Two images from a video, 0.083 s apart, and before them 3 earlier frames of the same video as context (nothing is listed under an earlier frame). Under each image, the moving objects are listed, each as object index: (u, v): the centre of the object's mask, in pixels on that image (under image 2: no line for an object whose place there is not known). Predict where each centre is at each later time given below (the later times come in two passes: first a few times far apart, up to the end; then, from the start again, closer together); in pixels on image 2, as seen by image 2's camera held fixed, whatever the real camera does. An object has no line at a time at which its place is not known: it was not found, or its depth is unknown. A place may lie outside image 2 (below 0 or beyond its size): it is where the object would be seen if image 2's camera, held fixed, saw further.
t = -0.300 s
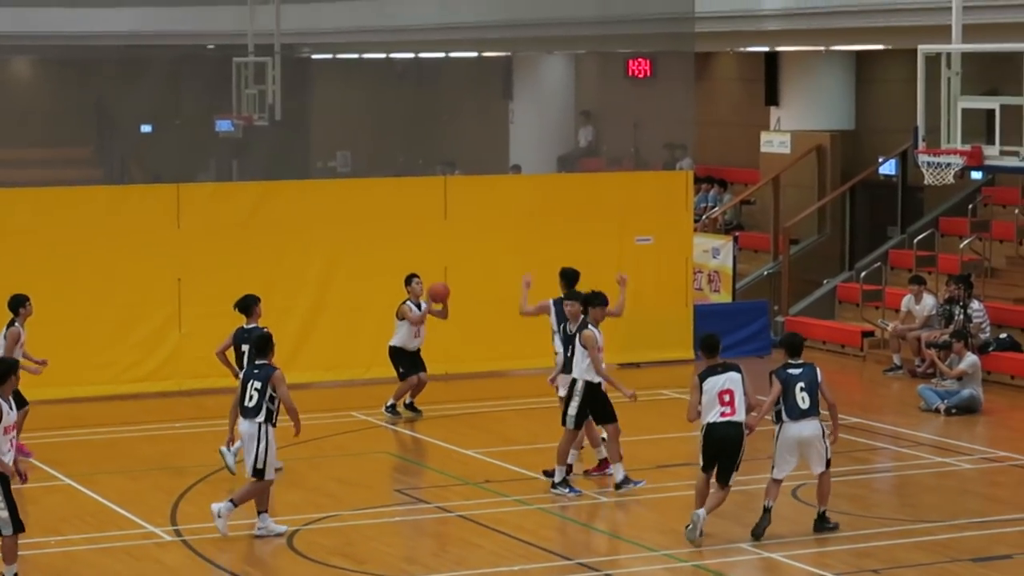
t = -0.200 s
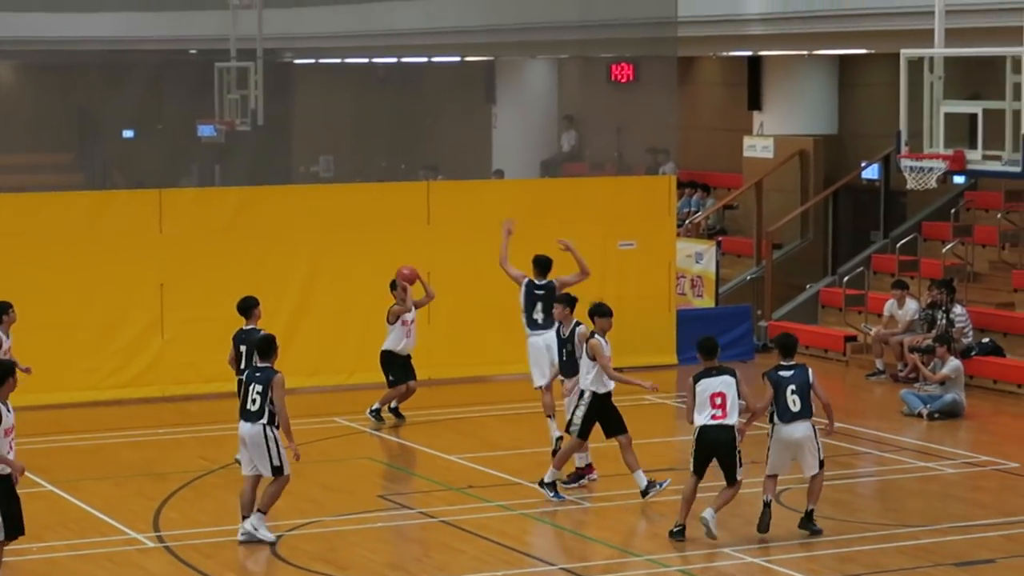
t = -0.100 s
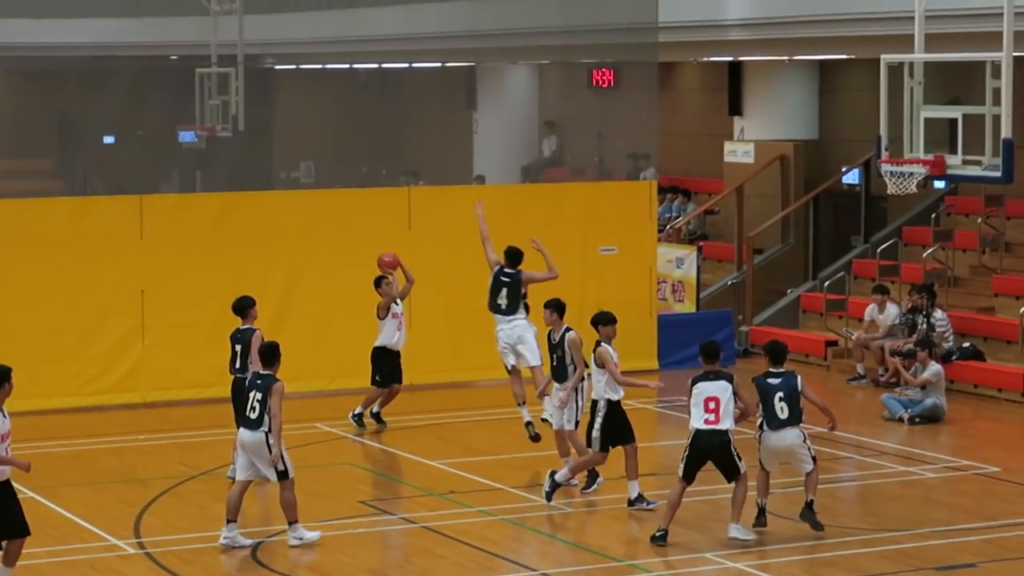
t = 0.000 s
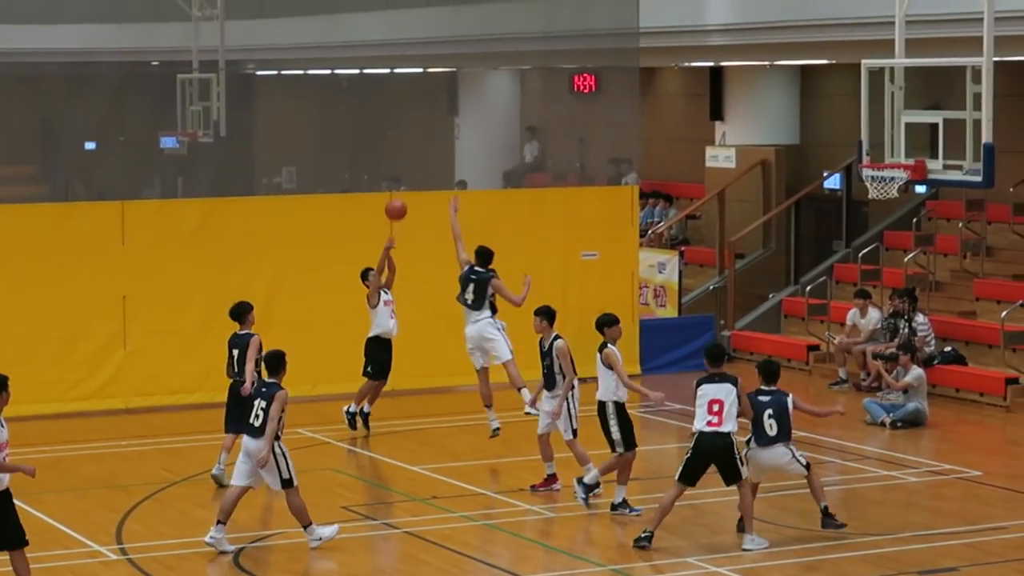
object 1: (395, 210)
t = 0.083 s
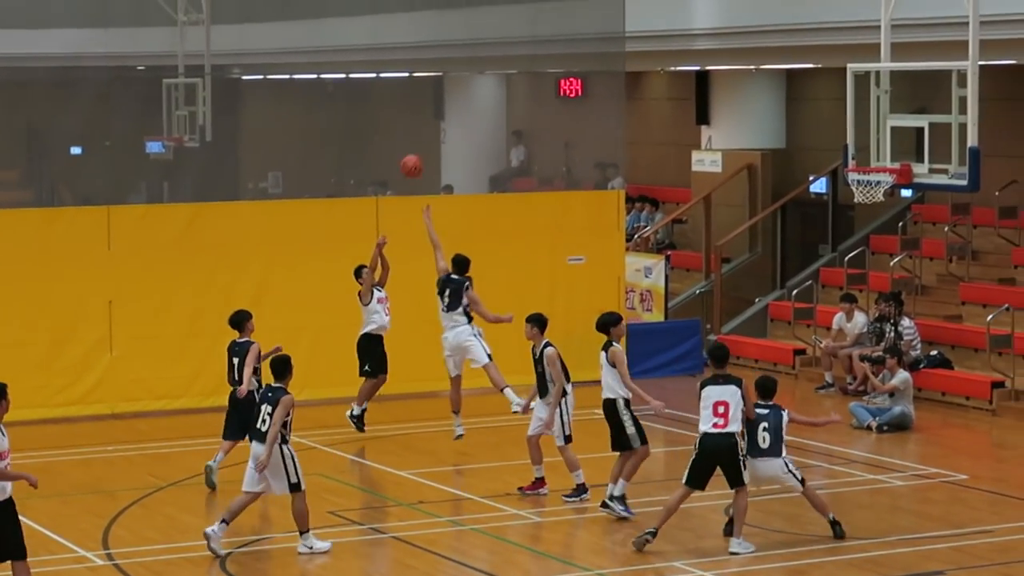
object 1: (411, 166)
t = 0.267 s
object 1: (479, 80)
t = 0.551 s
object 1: (588, 6)
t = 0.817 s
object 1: (698, 4)
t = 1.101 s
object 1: (819, 86)
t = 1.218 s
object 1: (871, 148)
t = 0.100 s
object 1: (417, 157)
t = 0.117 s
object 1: (423, 148)
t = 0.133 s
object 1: (429, 140)
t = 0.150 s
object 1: (435, 132)
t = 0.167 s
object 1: (441, 124)
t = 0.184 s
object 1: (447, 116)
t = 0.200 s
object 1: (454, 108)
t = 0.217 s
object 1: (460, 101)
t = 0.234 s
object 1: (466, 94)
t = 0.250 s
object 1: (472, 87)
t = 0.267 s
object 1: (479, 80)
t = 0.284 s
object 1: (485, 74)
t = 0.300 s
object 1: (492, 68)
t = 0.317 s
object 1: (498, 62)
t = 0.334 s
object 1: (504, 57)
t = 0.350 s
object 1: (511, 51)
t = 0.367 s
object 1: (517, 46)
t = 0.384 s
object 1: (523, 41)
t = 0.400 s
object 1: (529, 37)
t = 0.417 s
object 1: (536, 32)
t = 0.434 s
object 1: (543, 28)
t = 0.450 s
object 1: (549, 24)
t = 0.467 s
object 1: (555, 20)
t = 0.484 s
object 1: (562, 17)
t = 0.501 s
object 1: (568, 13)
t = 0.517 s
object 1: (575, 10)
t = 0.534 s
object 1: (582, 8)
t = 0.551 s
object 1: (588, 6)
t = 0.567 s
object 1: (595, 3)
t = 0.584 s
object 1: (602, 2)
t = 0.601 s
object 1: (608, 0)
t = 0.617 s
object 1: (615, -2)
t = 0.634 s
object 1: (621, -2)
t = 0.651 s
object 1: (628, -3)
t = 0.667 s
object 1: (635, -4)
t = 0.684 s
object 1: (642, -4)
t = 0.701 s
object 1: (649, -4)
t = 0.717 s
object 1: (656, -3)
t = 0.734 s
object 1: (663, -3)
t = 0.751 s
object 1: (670, -2)
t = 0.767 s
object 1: (677, -1)
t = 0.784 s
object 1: (683, 0)
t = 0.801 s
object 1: (691, 3)
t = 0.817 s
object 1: (698, 4)
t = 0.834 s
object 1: (705, 7)
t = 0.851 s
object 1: (712, 10)
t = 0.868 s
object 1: (719, 13)
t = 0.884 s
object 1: (726, 16)
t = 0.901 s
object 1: (733, 20)
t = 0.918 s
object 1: (741, 23)
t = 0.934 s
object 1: (748, 28)
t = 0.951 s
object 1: (755, 32)
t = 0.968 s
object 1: (762, 37)
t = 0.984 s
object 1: (769, 42)
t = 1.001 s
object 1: (776, 47)
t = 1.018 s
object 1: (783, 53)
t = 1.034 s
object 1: (790, 59)
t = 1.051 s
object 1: (797, 65)
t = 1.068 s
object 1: (805, 73)
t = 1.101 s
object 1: (819, 86)
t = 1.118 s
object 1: (826, 94)
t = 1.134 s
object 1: (833, 102)
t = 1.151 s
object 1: (841, 111)
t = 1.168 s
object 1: (848, 120)
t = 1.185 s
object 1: (856, 129)
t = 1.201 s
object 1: (863, 138)
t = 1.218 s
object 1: (871, 148)
